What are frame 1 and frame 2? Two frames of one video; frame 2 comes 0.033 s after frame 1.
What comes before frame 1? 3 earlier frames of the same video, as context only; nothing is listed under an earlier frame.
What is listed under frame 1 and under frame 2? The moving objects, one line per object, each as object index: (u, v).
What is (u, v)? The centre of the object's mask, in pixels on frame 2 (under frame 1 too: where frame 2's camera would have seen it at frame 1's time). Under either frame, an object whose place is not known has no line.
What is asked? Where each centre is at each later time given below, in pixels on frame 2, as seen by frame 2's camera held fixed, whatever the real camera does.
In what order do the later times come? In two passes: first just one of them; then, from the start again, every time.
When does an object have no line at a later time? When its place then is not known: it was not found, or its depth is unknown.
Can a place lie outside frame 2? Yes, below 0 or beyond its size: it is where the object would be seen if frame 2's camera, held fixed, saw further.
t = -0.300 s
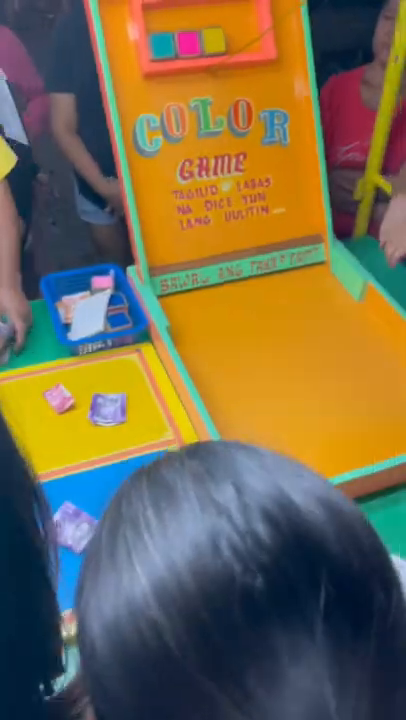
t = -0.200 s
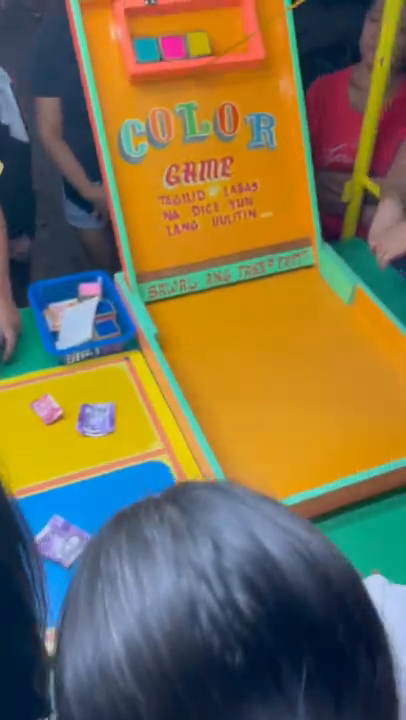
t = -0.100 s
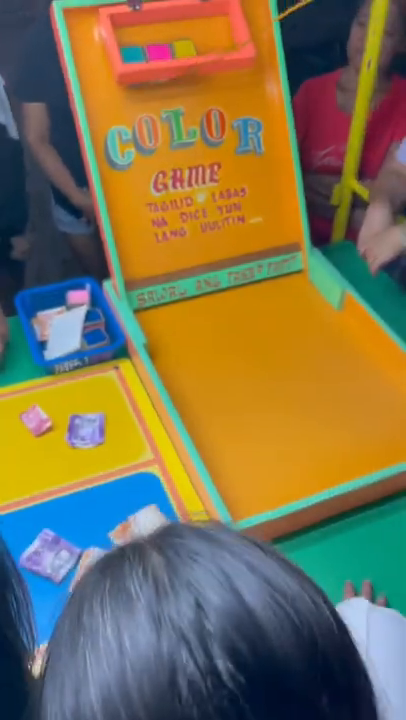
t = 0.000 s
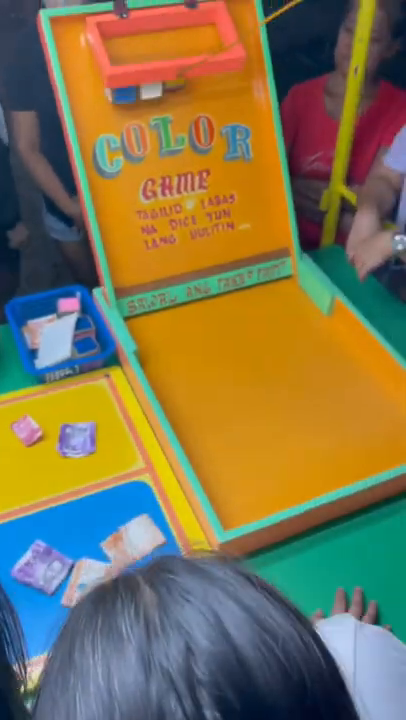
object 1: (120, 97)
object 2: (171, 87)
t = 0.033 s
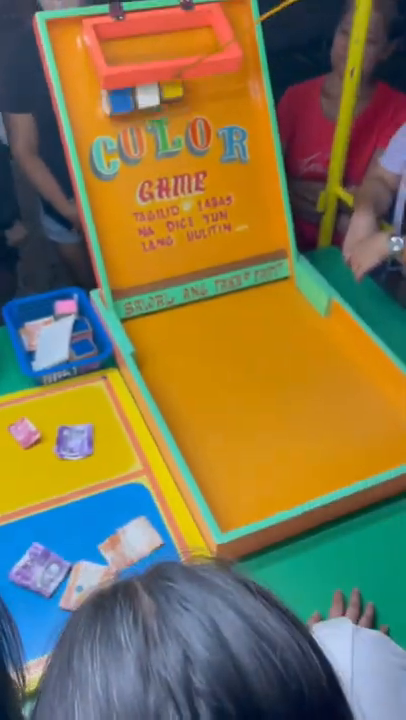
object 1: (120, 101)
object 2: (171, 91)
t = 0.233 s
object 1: (139, 231)
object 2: (196, 212)
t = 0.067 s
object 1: (119, 113)
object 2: (173, 100)
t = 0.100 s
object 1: (122, 130)
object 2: (176, 116)
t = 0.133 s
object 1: (129, 149)
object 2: (181, 136)
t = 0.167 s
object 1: (131, 174)
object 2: (185, 159)
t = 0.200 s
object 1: (135, 200)
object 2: (190, 184)
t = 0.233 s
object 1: (139, 231)
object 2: (196, 212)
